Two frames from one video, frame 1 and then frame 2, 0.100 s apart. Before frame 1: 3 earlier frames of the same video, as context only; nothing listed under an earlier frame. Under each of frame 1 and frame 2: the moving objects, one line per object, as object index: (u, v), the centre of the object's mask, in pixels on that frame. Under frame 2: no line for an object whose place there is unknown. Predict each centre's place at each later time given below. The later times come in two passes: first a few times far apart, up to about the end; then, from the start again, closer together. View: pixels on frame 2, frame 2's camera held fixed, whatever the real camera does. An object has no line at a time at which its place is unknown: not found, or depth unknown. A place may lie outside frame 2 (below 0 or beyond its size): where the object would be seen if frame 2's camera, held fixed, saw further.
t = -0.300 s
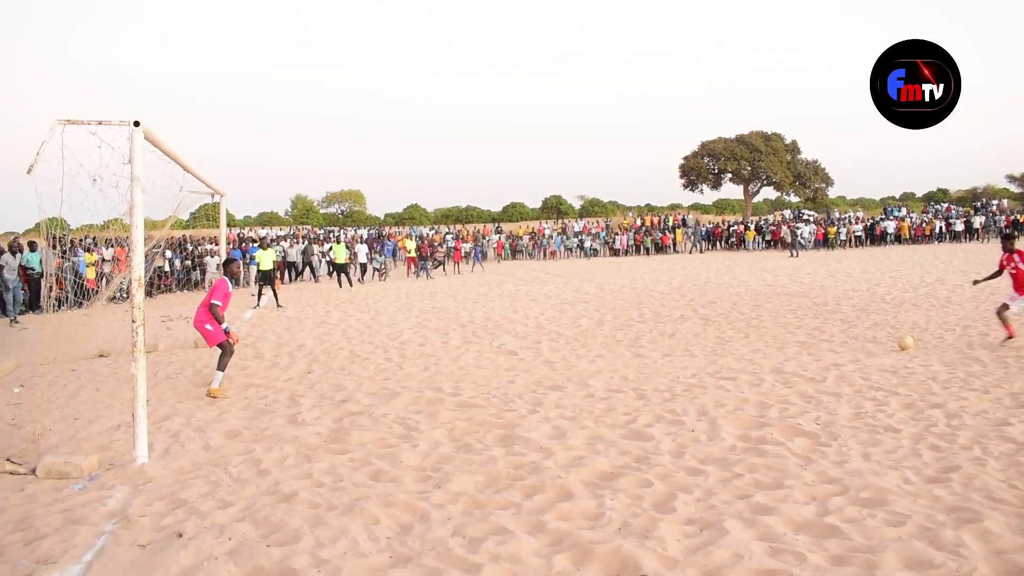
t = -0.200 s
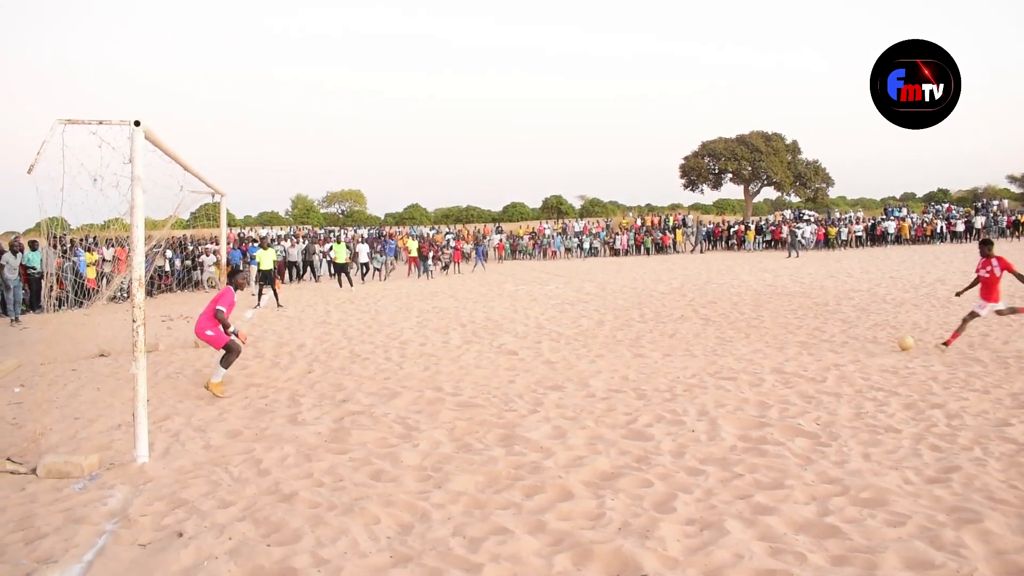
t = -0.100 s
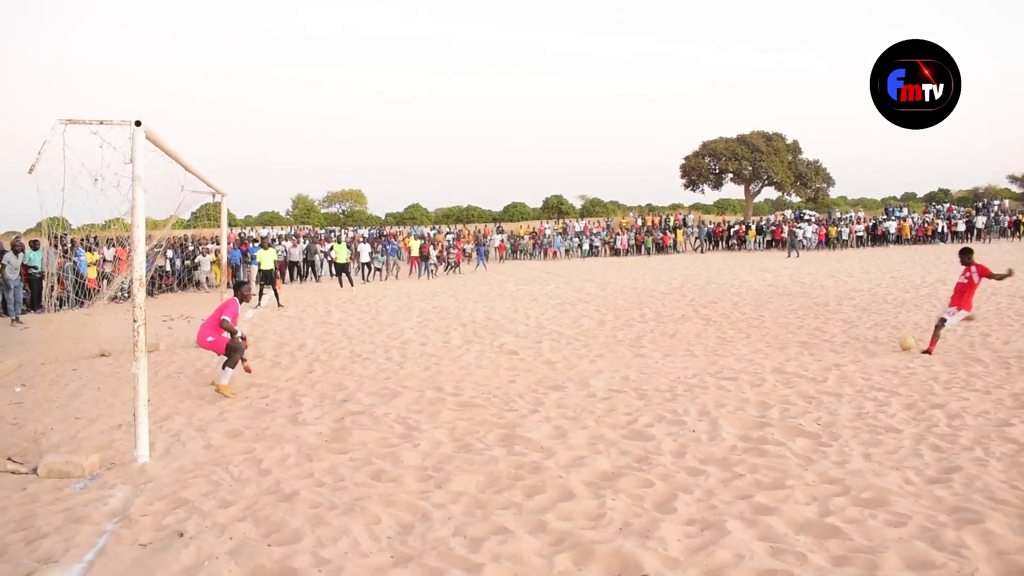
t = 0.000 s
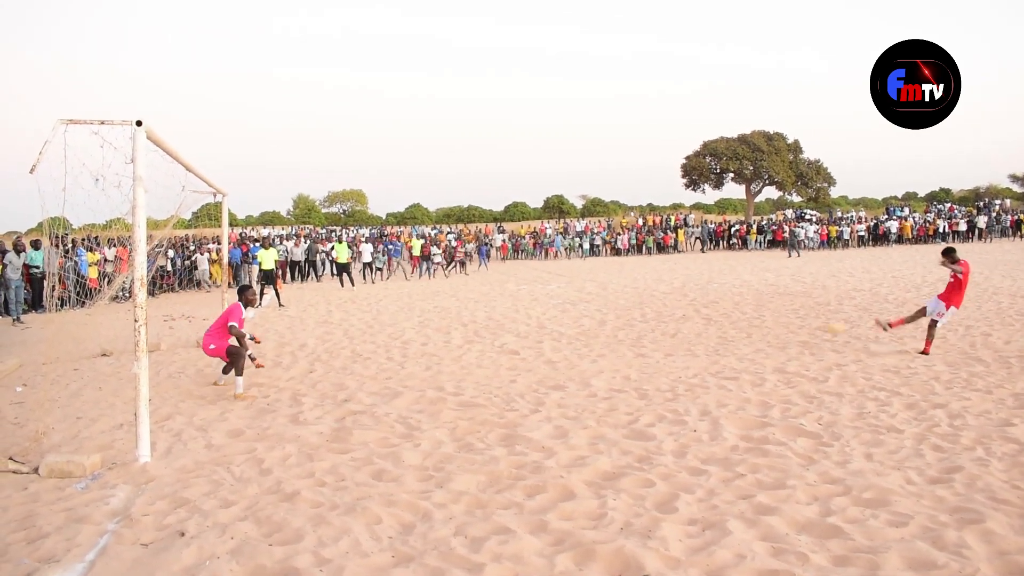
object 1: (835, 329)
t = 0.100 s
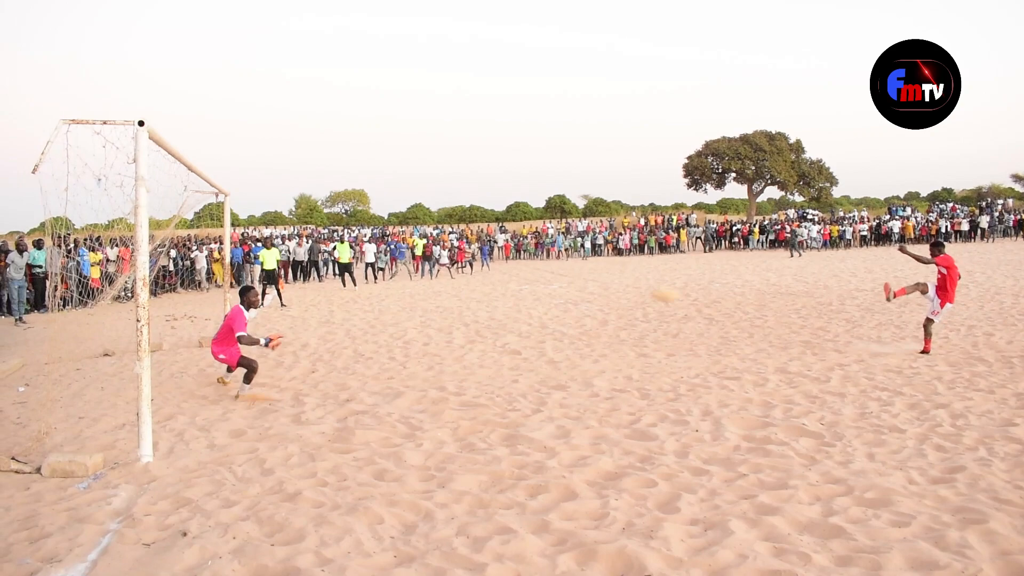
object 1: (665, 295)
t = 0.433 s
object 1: (48, 191)
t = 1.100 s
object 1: (3, 352)
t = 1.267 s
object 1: (50, 372)
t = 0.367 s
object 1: (98, 215)
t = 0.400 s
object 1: (69, 201)
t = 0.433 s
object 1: (48, 191)
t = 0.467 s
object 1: (29, 185)
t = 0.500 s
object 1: (13, 193)
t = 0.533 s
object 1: (4, 210)
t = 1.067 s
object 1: (-1, 351)
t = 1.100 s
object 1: (3, 352)
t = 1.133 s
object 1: (9, 354)
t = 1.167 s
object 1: (20, 357)
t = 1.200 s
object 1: (30, 361)
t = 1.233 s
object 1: (39, 366)
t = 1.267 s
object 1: (50, 372)
